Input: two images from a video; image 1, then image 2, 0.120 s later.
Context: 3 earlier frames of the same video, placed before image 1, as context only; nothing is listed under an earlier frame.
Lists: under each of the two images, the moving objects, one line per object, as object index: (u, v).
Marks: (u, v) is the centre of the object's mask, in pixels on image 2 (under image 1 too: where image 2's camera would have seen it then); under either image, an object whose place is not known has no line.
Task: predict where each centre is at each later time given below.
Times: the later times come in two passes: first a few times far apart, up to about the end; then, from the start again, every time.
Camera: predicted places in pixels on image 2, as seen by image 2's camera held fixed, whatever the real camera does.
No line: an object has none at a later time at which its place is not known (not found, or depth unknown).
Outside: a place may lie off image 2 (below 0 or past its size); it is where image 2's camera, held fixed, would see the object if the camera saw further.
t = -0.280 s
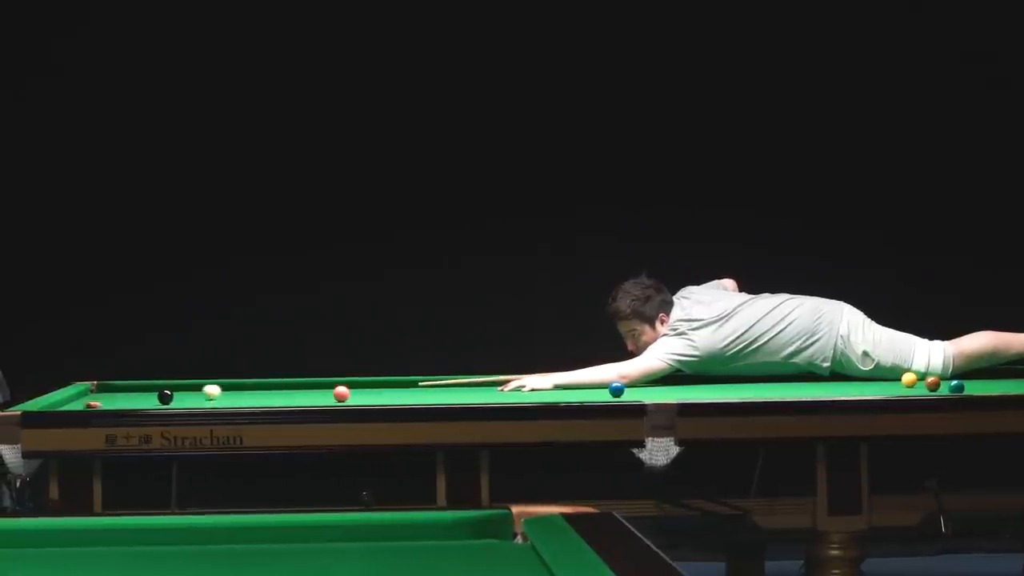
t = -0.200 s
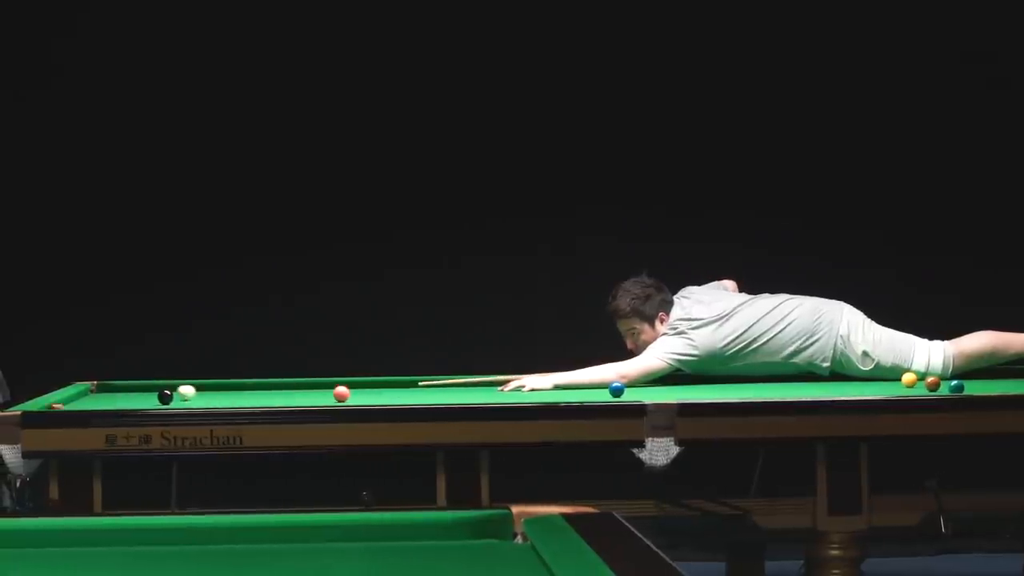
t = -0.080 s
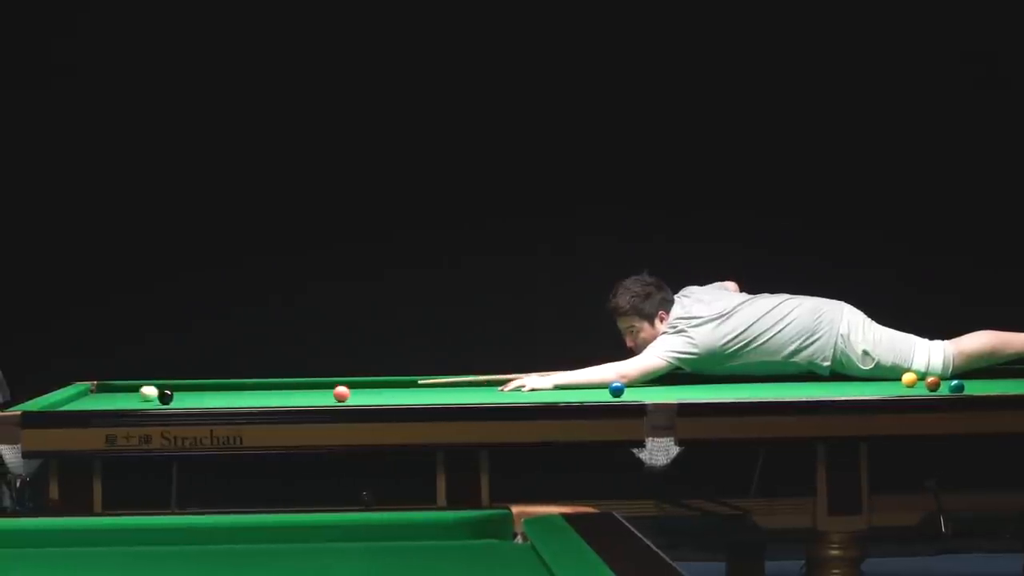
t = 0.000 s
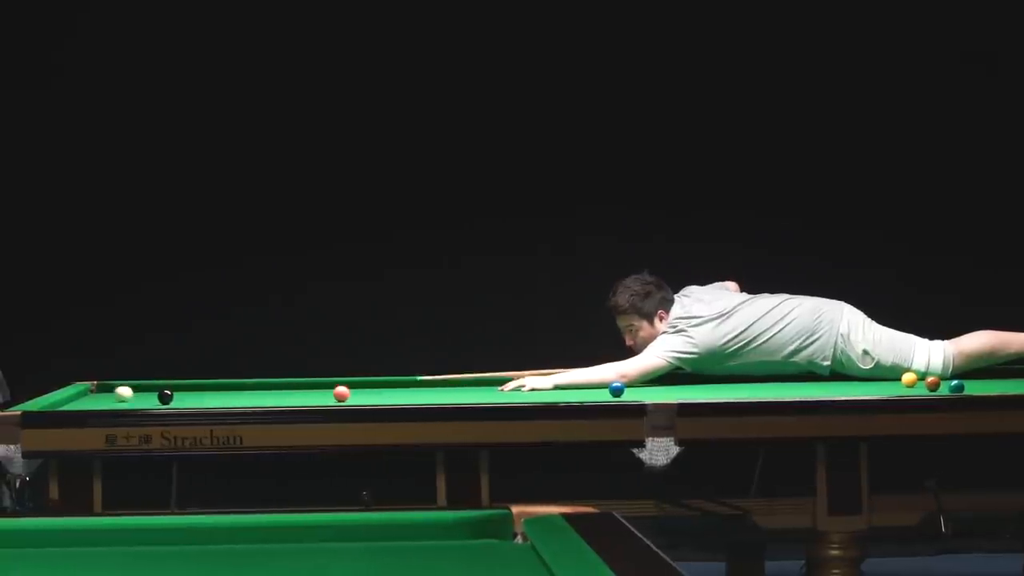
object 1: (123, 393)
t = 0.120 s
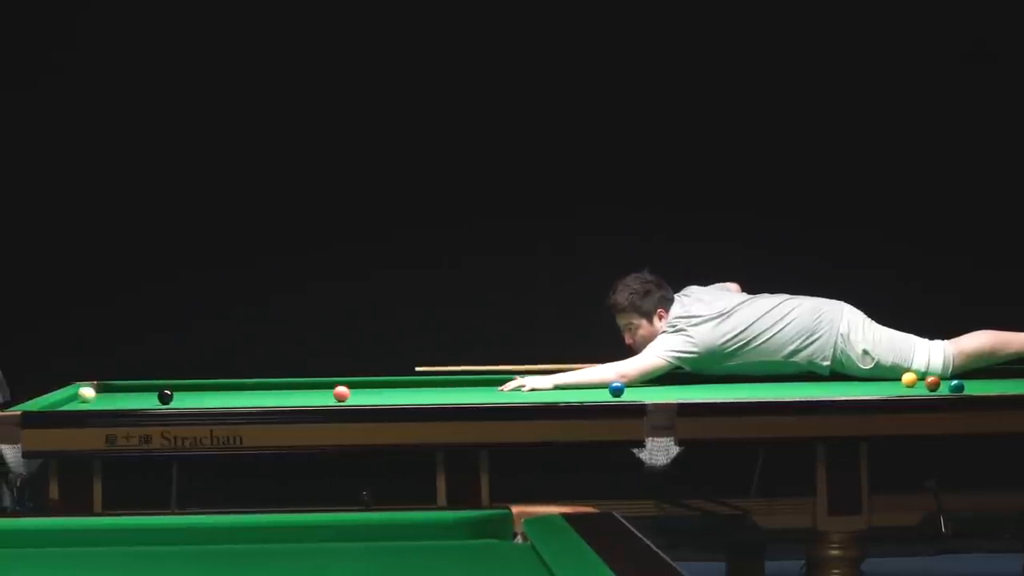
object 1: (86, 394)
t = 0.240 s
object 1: (105, 394)
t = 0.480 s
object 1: (149, 393)
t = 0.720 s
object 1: (193, 392)
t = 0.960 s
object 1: (235, 392)
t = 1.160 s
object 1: (268, 392)
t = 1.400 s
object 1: (307, 391)
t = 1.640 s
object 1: (345, 387)
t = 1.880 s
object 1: (380, 390)
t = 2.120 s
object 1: (414, 390)
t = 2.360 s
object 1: (447, 389)
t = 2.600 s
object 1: (478, 388)
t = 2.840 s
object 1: (509, 388)
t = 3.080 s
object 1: (537, 387)
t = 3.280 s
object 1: (559, 387)
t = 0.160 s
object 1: (85, 394)
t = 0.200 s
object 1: (95, 394)
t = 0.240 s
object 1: (105, 394)
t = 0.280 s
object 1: (112, 394)
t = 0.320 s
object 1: (120, 394)
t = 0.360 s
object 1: (127, 394)
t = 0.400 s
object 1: (135, 394)
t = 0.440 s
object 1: (143, 393)
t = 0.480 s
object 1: (149, 393)
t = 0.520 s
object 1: (155, 391)
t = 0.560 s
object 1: (164, 389)
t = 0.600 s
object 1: (174, 390)
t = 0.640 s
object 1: (180, 393)
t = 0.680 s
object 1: (186, 393)
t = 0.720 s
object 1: (193, 392)
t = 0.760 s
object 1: (200, 393)
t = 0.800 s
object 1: (207, 392)
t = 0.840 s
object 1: (214, 392)
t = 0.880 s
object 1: (221, 392)
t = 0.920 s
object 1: (228, 392)
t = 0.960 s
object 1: (235, 392)
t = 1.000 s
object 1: (242, 392)
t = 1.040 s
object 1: (248, 392)
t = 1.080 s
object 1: (255, 391)
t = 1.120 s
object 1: (262, 392)
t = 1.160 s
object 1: (268, 392)
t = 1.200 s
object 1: (275, 391)
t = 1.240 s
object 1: (282, 391)
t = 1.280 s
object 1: (288, 391)
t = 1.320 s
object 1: (294, 391)
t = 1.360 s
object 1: (301, 391)
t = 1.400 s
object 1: (307, 391)
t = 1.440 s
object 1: (314, 391)
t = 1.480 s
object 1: (320, 391)
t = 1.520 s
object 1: (325, 391)
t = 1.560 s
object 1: (330, 390)
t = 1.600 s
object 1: (337, 387)
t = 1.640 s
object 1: (345, 387)
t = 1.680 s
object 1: (353, 389)
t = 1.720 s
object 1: (357, 390)
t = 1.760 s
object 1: (363, 390)
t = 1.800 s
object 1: (368, 390)
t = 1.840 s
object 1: (374, 390)
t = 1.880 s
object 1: (380, 390)
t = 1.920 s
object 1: (386, 390)
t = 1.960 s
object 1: (392, 390)
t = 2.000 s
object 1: (397, 390)
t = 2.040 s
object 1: (403, 390)
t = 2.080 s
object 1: (409, 389)
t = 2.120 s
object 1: (414, 390)
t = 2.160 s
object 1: (420, 389)
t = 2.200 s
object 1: (425, 389)
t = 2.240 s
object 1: (431, 389)
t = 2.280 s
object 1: (437, 389)
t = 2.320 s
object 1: (442, 389)
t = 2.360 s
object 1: (447, 389)
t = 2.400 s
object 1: (453, 389)
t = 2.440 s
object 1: (458, 388)
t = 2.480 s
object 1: (463, 388)
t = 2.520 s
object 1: (469, 388)
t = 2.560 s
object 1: (473, 388)
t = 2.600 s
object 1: (478, 388)
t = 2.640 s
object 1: (484, 388)
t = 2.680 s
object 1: (489, 388)
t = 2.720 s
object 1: (494, 388)
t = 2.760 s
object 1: (499, 388)
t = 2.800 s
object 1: (504, 388)
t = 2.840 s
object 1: (509, 388)
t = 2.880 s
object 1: (514, 388)
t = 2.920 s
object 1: (518, 388)
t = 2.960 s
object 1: (523, 388)
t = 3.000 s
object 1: (528, 387)
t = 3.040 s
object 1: (532, 388)
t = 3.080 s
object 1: (537, 387)
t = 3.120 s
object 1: (541, 387)
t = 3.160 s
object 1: (546, 387)
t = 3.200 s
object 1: (550, 387)
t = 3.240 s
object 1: (555, 387)
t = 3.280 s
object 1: (559, 387)
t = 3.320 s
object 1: (563, 387)
